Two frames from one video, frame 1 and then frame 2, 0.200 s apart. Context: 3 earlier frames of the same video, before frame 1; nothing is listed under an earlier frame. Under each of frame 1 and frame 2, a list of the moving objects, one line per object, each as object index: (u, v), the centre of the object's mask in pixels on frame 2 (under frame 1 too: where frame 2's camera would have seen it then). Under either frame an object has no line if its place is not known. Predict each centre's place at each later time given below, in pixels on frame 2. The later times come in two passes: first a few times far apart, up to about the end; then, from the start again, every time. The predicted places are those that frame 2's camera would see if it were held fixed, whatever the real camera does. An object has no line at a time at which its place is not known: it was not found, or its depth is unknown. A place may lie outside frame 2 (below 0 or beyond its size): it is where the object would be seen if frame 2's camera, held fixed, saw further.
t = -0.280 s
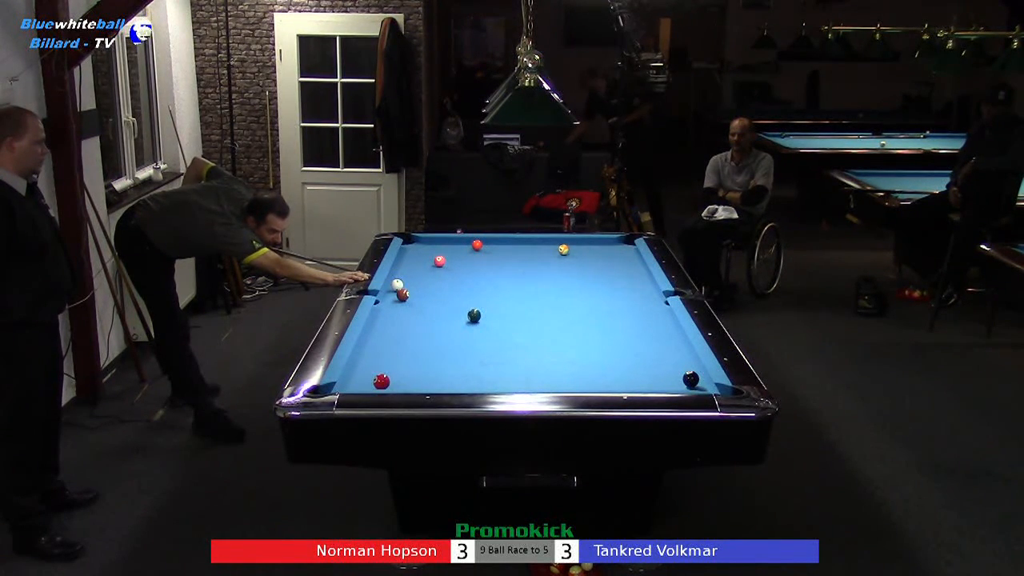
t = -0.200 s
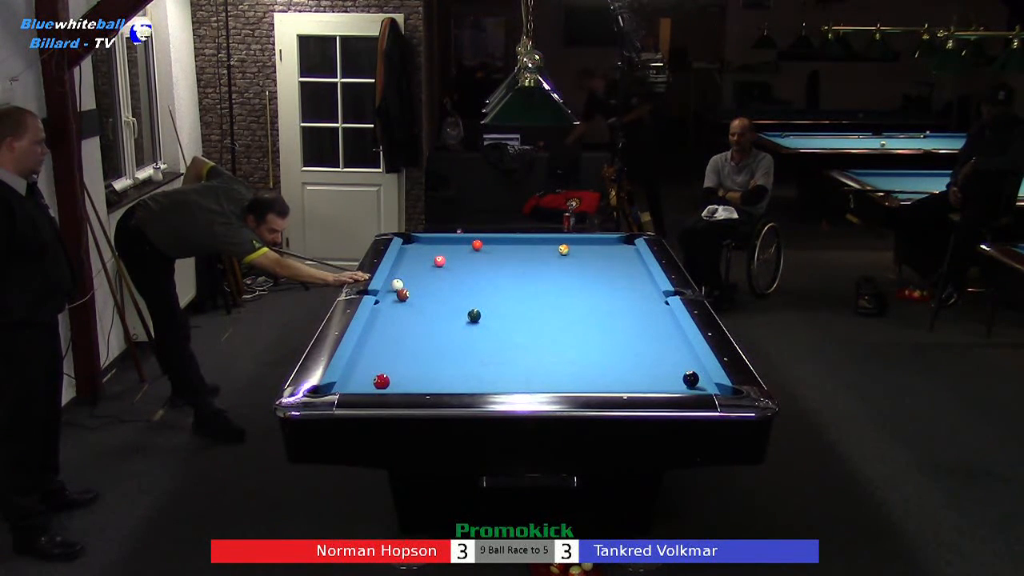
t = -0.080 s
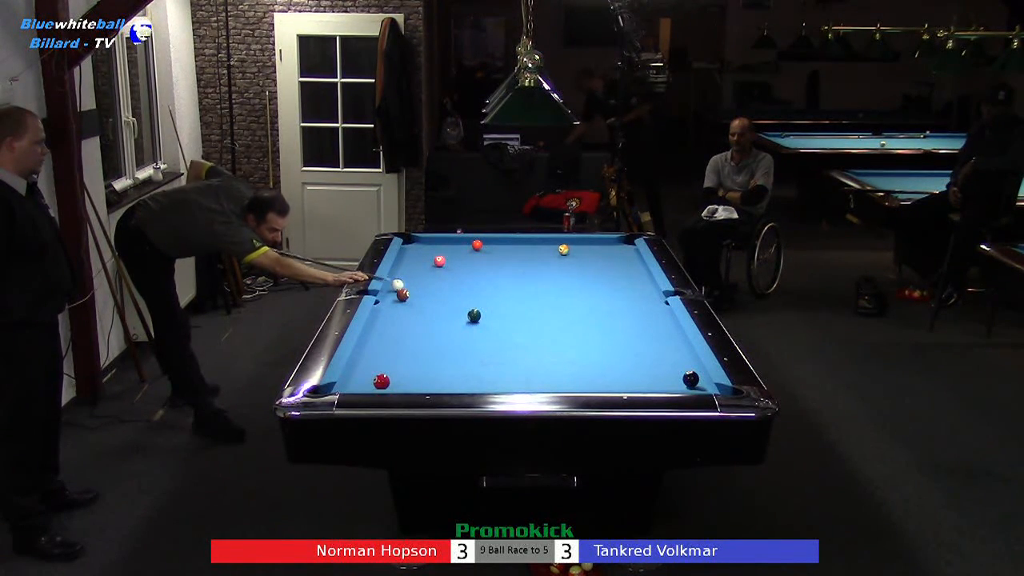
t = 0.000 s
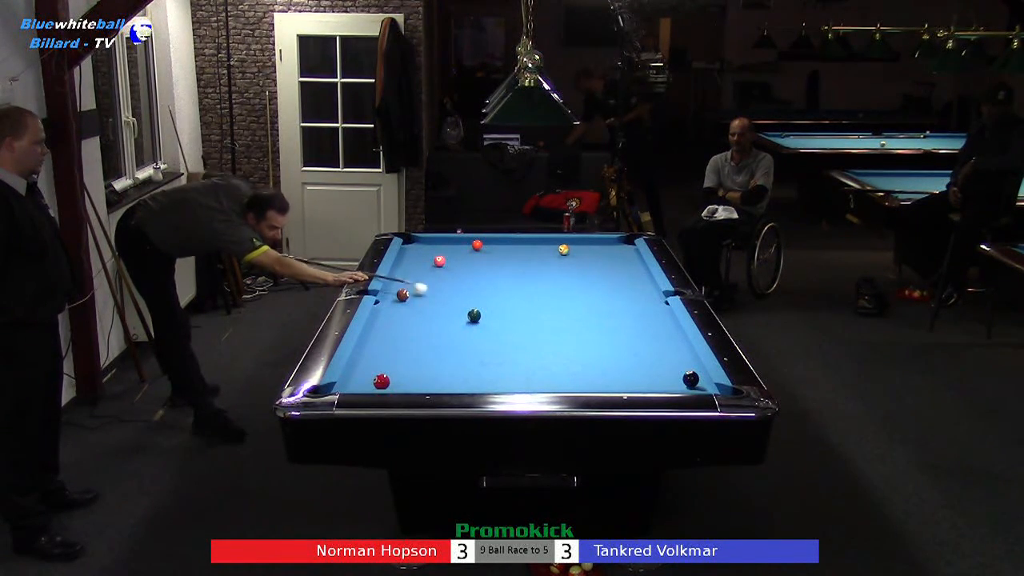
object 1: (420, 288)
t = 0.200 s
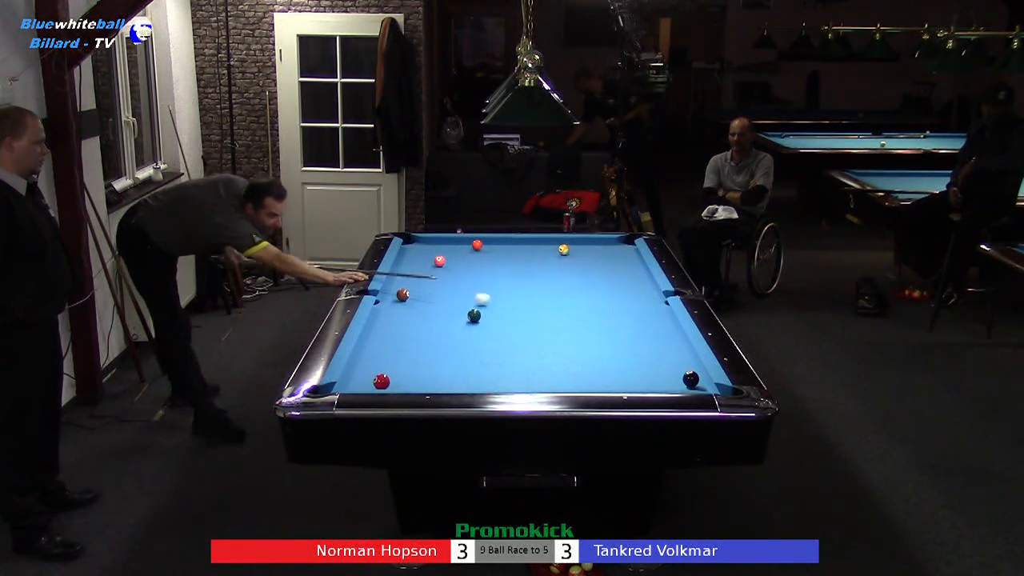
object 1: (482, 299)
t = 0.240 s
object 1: (495, 301)
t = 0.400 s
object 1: (548, 310)
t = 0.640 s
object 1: (633, 324)
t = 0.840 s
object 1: (661, 336)
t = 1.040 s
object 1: (630, 345)
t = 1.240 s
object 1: (598, 355)
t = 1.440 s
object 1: (565, 365)
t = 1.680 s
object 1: (523, 378)
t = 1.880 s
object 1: (486, 385)
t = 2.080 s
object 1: (455, 382)
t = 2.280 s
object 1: (422, 379)
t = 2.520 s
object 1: (390, 370)
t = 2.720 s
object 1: (361, 367)
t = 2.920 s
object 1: (365, 361)
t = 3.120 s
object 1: (381, 356)
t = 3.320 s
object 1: (396, 352)
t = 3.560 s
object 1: (412, 346)
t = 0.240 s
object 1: (495, 301)
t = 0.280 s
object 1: (508, 304)
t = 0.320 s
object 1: (521, 306)
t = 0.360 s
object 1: (535, 308)
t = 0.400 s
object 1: (548, 310)
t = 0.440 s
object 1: (562, 313)
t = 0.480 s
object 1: (576, 315)
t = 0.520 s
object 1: (590, 317)
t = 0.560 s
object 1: (604, 319)
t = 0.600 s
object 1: (619, 322)
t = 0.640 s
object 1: (633, 324)
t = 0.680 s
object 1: (648, 327)
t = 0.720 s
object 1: (662, 329)
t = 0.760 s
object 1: (678, 332)
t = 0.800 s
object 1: (670, 334)
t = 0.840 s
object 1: (661, 336)
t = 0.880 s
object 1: (655, 338)
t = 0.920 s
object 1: (649, 340)
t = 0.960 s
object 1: (642, 341)
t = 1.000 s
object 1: (636, 343)
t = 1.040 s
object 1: (630, 345)
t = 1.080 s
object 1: (623, 347)
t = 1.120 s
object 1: (617, 349)
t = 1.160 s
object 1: (611, 351)
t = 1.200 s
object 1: (605, 353)
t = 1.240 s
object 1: (598, 355)
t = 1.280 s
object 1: (591, 357)
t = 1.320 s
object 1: (585, 359)
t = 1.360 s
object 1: (578, 361)
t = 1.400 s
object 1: (571, 363)
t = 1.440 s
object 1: (565, 365)
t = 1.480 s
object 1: (558, 367)
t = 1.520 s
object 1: (551, 369)
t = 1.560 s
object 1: (544, 372)
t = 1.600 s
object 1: (537, 374)
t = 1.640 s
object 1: (530, 375)
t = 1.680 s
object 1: (523, 378)
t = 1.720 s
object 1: (516, 380)
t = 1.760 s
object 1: (508, 381)
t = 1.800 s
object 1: (502, 383)
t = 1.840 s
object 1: (494, 384)
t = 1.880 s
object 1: (486, 385)
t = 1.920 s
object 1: (480, 385)
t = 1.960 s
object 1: (472, 385)
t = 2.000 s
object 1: (467, 384)
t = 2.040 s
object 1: (460, 383)
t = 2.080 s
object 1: (455, 382)
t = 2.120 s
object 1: (448, 382)
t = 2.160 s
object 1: (441, 381)
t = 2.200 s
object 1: (434, 380)
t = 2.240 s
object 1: (429, 380)
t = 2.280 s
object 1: (422, 379)
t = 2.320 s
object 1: (417, 377)
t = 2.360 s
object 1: (411, 376)
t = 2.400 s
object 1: (404, 375)
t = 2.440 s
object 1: (399, 374)
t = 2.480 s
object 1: (394, 373)
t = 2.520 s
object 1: (390, 370)
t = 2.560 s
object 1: (383, 369)
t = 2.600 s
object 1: (377, 369)
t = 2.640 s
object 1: (372, 368)
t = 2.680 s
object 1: (366, 368)
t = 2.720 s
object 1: (361, 367)
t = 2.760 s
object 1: (356, 366)
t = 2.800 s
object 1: (354, 364)
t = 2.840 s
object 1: (358, 363)
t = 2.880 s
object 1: (362, 362)
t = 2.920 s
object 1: (365, 361)
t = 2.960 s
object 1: (369, 360)
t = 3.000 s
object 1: (371, 359)
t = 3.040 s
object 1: (375, 358)
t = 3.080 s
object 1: (378, 357)
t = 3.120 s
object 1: (381, 356)
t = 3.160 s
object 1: (384, 355)
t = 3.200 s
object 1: (387, 354)
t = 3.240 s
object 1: (391, 353)
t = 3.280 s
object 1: (393, 353)
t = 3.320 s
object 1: (396, 352)
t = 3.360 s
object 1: (399, 350)
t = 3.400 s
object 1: (401, 349)
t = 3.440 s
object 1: (404, 349)
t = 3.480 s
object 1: (407, 348)
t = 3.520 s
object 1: (409, 347)
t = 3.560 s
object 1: (412, 346)
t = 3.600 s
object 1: (415, 346)
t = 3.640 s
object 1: (417, 344)
